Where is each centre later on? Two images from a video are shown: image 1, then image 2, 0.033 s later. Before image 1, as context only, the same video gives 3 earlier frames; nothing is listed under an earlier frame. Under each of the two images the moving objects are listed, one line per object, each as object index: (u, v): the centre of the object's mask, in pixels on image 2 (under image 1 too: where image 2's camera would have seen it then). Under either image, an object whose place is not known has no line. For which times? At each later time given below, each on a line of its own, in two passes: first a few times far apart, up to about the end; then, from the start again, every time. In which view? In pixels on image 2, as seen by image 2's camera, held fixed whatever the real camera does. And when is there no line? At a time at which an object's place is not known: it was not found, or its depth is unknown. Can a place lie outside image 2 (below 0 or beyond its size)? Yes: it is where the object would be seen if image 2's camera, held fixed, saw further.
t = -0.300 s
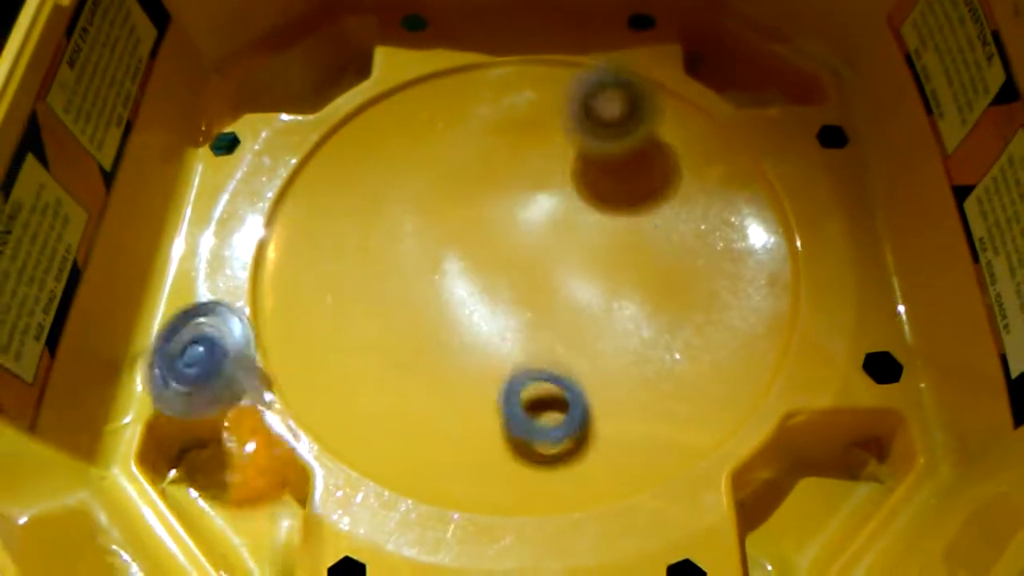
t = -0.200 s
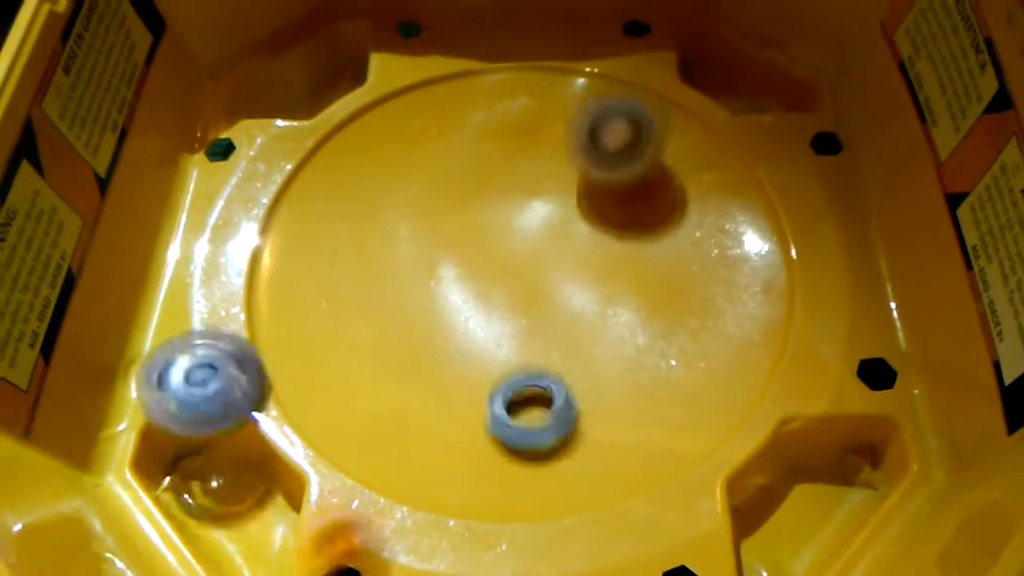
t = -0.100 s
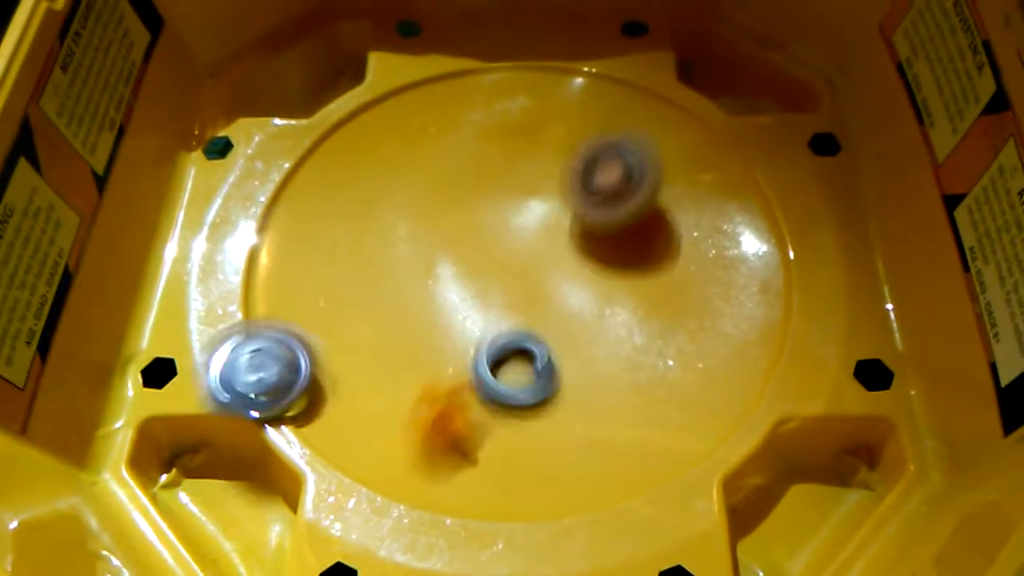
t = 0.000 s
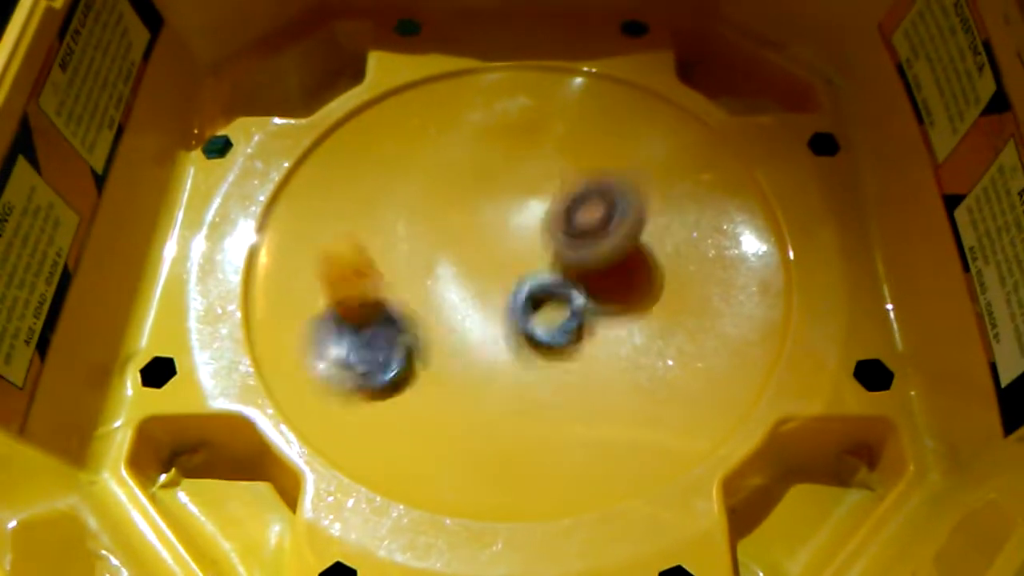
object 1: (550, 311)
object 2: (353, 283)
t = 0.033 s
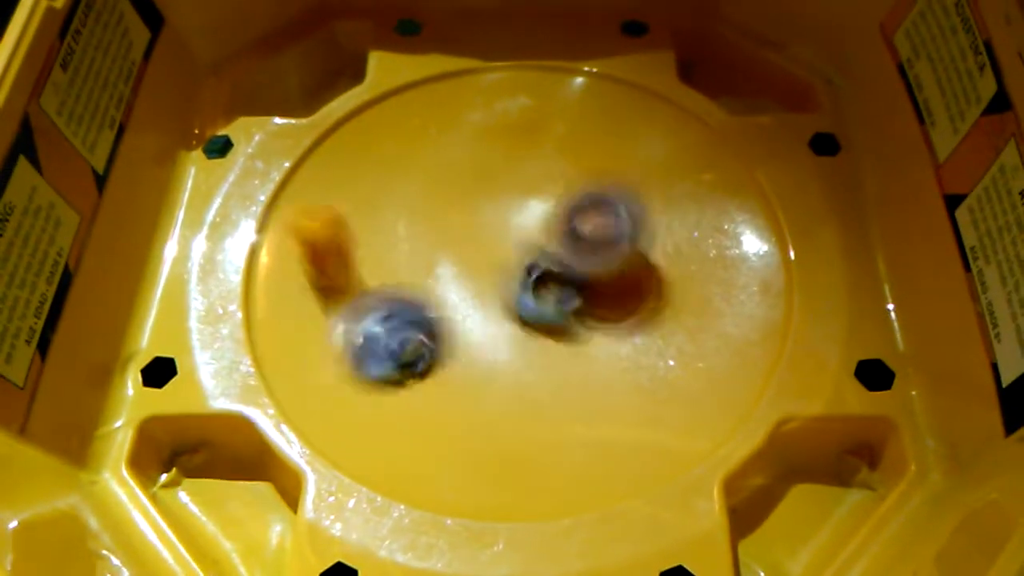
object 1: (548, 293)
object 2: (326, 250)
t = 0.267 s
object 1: (431, 157)
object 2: (373, 131)
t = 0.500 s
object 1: (472, 200)
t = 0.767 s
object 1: (501, 233)
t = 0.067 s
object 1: (513, 262)
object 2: (306, 216)
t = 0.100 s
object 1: (482, 240)
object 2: (305, 176)
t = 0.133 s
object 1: (466, 218)
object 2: (313, 148)
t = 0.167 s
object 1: (449, 193)
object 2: (323, 134)
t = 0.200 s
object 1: (438, 175)
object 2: (338, 127)
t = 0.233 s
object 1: (431, 164)
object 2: (363, 129)
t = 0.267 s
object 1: (431, 157)
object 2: (373, 131)
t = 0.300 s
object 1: (434, 156)
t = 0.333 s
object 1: (438, 159)
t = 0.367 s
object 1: (443, 164)
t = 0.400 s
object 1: (449, 172)
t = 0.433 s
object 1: (455, 180)
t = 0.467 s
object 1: (464, 190)
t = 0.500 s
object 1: (472, 200)
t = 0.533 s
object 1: (480, 210)
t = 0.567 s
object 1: (488, 219)
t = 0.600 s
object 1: (495, 226)
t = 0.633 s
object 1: (499, 230)
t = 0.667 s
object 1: (502, 232)
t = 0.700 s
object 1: (502, 233)
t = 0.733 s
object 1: (501, 233)
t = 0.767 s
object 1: (501, 233)
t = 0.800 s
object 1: (500, 233)
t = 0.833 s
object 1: (499, 233)
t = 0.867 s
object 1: (499, 233)
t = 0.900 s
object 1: (501, 233)
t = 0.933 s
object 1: (501, 233)
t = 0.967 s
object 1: (502, 233)
